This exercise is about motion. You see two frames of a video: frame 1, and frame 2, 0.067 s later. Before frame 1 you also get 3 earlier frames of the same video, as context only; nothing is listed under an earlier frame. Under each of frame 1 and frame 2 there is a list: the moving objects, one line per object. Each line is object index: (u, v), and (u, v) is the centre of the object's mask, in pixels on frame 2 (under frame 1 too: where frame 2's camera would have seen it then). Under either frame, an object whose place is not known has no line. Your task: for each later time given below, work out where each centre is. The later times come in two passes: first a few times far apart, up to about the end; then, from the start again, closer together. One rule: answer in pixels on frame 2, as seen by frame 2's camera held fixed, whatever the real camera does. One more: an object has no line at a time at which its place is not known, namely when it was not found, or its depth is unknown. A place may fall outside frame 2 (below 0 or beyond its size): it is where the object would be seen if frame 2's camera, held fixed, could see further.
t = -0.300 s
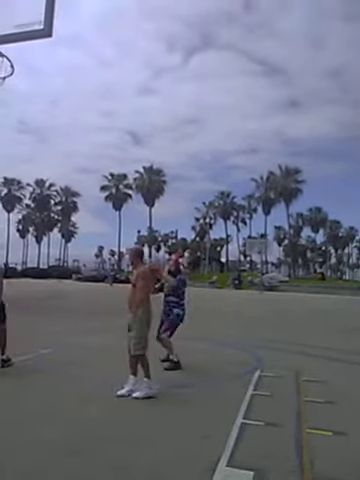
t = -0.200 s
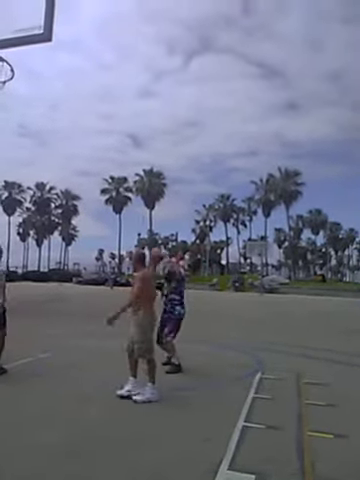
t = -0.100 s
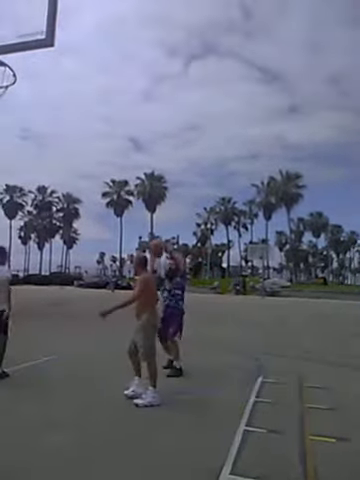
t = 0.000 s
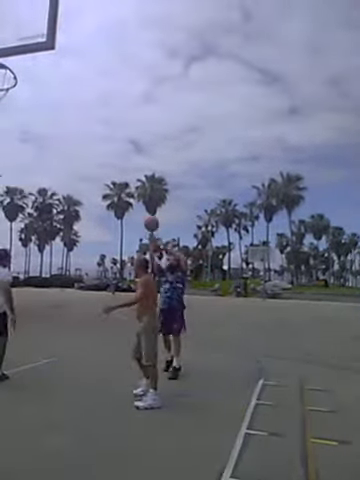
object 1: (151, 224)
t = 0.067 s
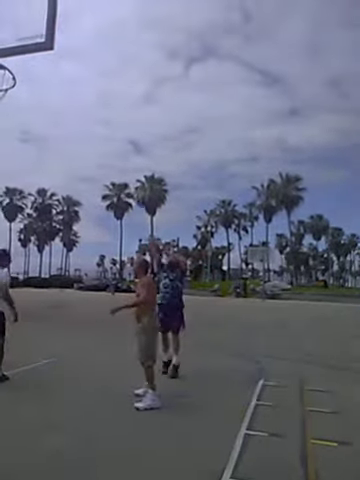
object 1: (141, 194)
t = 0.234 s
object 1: (122, 143)
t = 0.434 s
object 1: (89, 86)
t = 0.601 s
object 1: (51, 54)
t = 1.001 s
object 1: (2, 19)
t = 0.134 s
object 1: (135, 176)
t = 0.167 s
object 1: (131, 165)
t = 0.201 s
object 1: (127, 155)
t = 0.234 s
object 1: (122, 143)
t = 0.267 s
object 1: (117, 133)
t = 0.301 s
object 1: (112, 123)
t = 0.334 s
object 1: (106, 113)
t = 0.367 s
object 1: (101, 103)
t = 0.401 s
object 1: (95, 95)
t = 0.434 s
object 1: (89, 86)
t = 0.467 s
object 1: (82, 78)
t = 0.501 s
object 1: (75, 70)
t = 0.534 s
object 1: (67, 63)
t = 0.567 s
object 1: (59, 57)
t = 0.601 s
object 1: (51, 54)
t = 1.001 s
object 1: (2, 19)
